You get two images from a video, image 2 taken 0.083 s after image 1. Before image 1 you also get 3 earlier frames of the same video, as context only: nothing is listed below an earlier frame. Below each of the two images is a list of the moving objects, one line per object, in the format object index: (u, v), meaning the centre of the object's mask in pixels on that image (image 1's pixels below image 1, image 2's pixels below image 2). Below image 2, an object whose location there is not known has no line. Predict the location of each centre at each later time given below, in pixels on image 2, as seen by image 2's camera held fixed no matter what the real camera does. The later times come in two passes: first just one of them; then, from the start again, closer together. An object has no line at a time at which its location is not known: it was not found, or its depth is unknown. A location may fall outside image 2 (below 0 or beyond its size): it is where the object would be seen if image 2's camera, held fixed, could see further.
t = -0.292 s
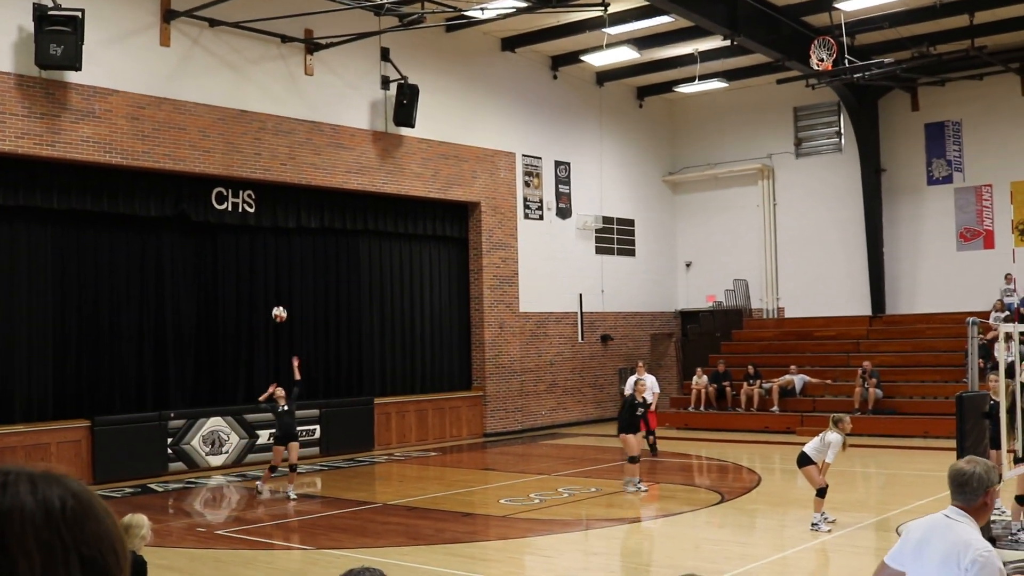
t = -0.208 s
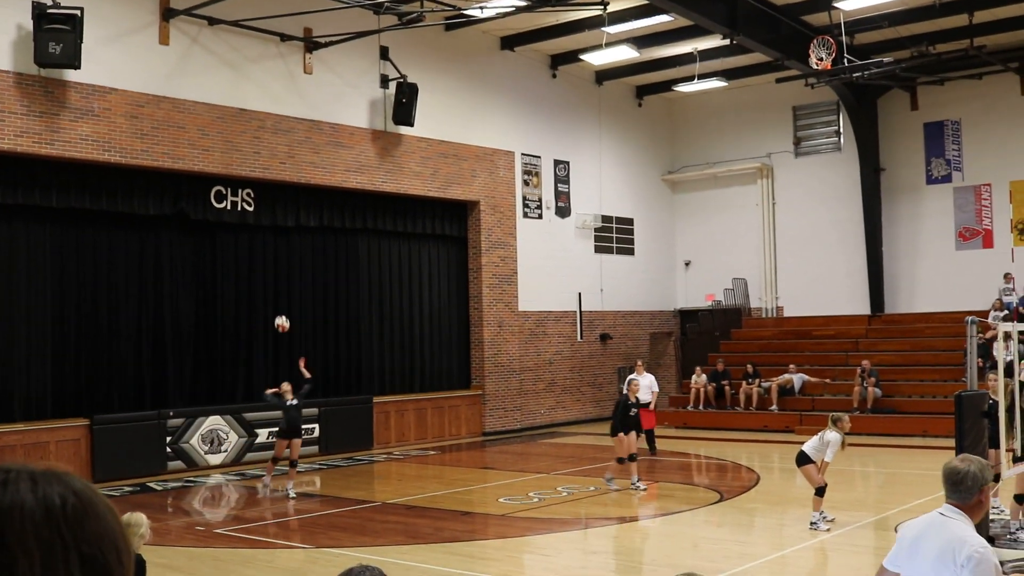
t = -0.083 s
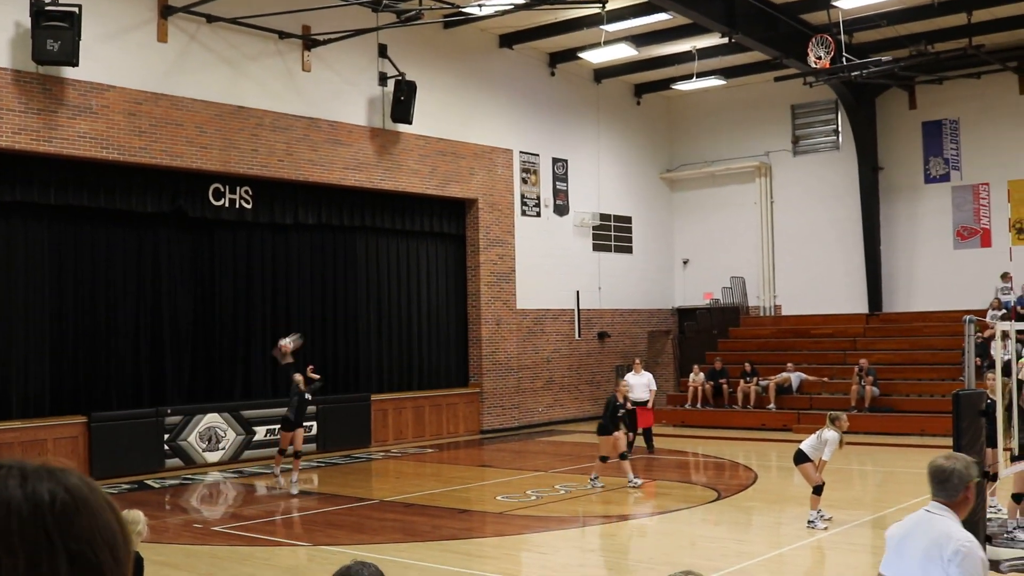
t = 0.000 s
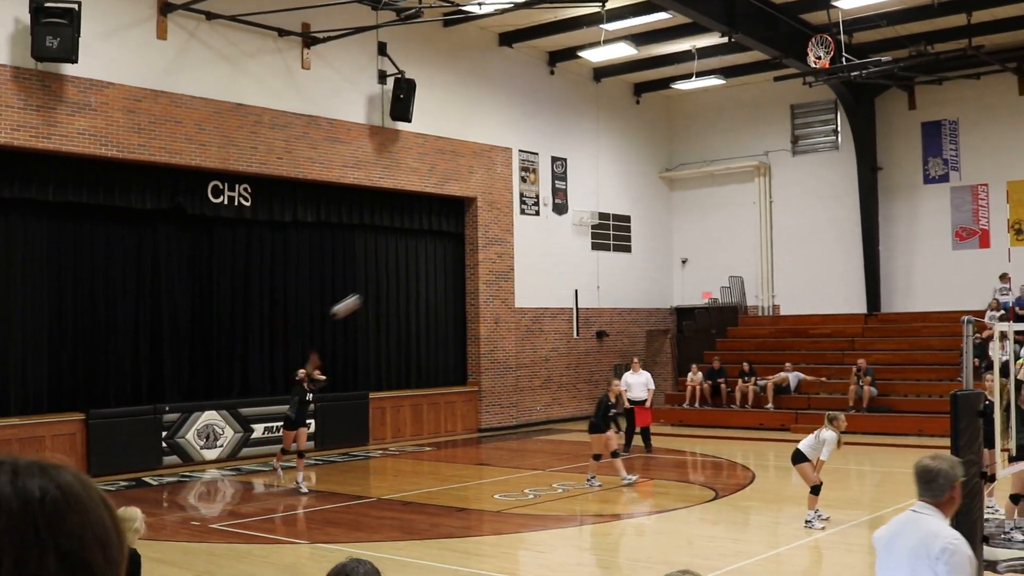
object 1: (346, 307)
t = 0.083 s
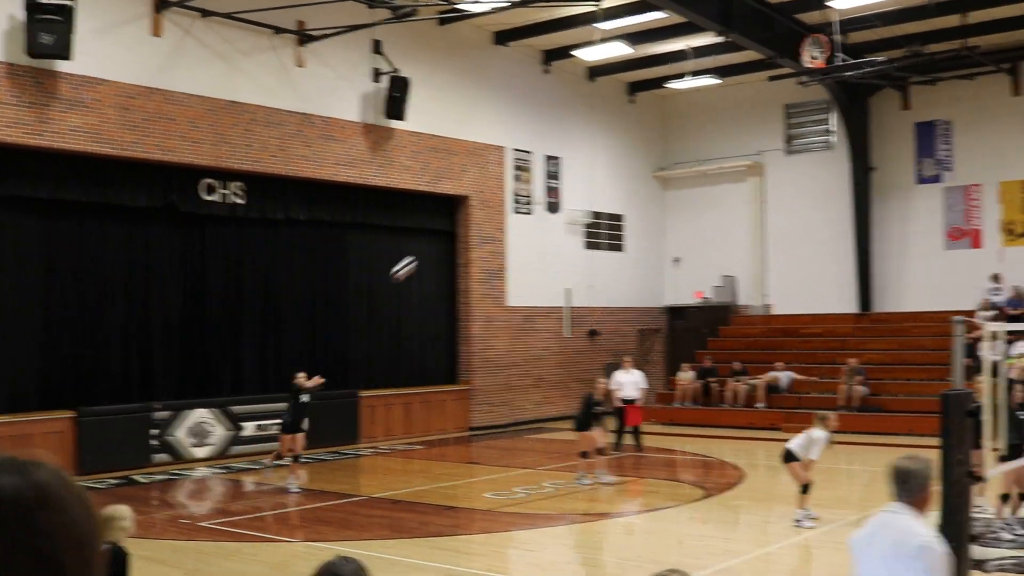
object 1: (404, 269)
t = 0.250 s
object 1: (546, 200)
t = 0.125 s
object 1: (438, 251)
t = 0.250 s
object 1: (546, 200)
